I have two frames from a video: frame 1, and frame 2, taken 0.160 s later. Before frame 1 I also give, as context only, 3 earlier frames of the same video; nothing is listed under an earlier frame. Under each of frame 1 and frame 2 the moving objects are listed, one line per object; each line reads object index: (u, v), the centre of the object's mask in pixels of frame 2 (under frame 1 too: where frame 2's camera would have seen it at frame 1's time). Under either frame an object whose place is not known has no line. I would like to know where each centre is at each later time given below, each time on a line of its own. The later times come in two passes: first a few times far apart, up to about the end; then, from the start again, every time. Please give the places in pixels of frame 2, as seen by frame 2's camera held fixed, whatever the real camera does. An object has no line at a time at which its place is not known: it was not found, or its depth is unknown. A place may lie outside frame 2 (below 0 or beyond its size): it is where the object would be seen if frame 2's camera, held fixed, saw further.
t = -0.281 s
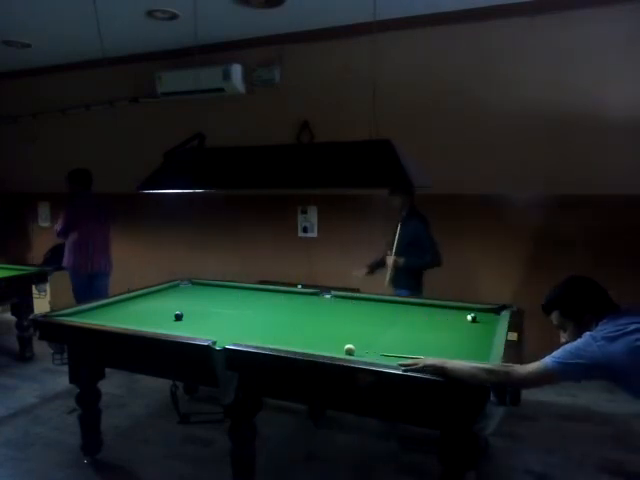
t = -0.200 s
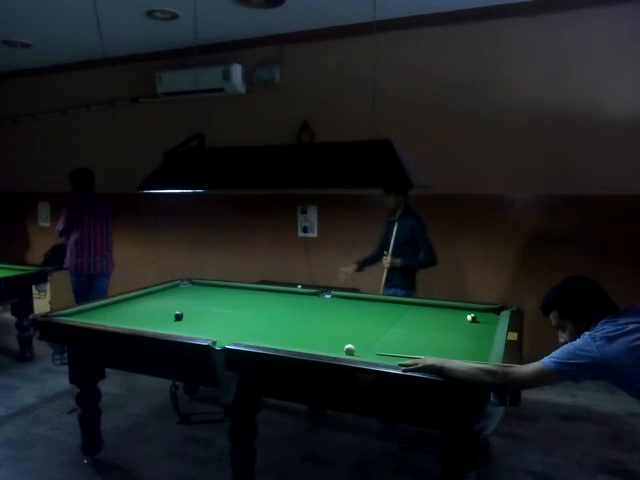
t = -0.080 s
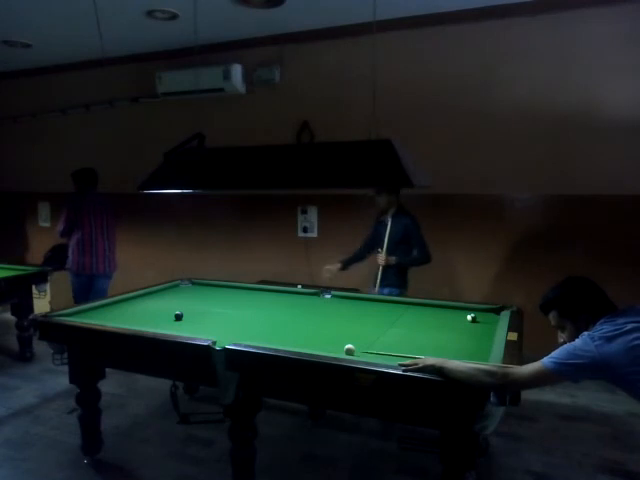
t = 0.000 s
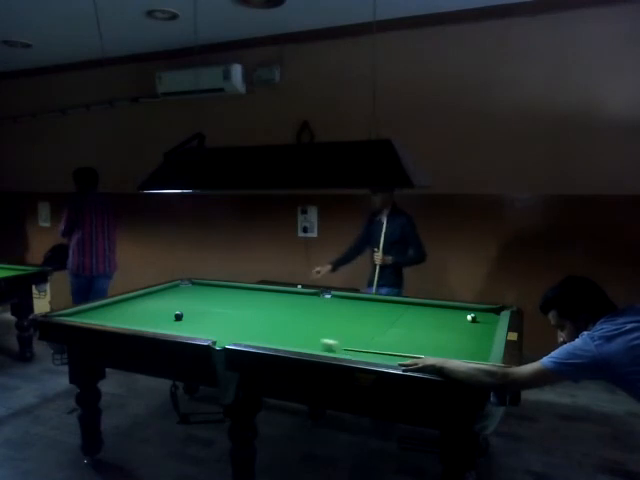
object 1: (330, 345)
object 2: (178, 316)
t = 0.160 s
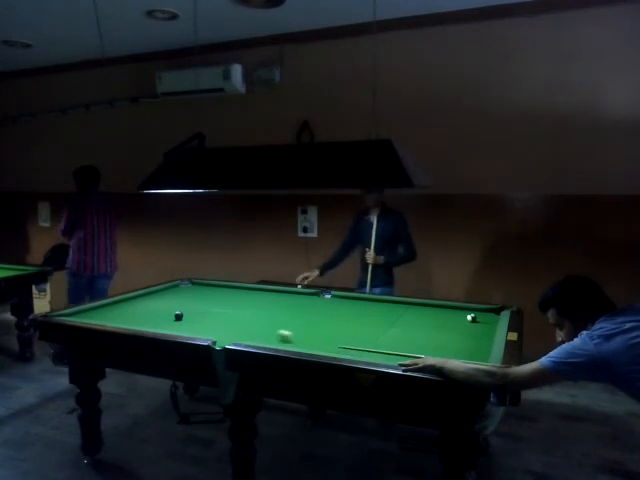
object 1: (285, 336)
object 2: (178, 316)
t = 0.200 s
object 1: (275, 333)
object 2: (178, 316)
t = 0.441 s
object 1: (226, 323)
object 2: (178, 316)
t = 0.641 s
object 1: (190, 315)
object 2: (178, 316)
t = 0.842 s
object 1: (177, 307)
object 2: (162, 317)
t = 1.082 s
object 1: (164, 299)
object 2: (144, 319)
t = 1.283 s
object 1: (155, 293)
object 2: (130, 320)
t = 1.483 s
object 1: (172, 291)
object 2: (117, 320)
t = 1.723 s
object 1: (198, 289)
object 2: (103, 319)
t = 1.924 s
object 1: (218, 289)
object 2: (102, 319)
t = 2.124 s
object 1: (238, 288)
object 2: (102, 318)
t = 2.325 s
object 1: (254, 288)
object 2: (102, 318)
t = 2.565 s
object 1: (262, 291)
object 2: (101, 317)
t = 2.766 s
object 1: (268, 293)
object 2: (101, 317)
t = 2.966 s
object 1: (275, 295)
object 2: (101, 317)
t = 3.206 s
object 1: (282, 297)
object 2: (101, 317)
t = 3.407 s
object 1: (287, 299)
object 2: (101, 317)
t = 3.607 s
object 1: (293, 301)
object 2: (101, 317)
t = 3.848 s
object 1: (299, 303)
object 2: (101, 317)
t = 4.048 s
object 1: (304, 305)
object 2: (101, 317)
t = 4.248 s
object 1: (308, 306)
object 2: (101, 317)
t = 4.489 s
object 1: (313, 307)
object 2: (101, 317)
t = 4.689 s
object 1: (316, 308)
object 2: (101, 317)
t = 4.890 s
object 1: (318, 310)
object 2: (101, 317)
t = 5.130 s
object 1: (321, 311)
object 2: (101, 316)
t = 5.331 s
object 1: (322, 311)
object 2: (101, 316)
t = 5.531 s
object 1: (323, 311)
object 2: (101, 316)
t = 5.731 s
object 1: (324, 311)
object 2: (101, 316)
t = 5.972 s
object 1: (325, 311)
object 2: (101, 316)
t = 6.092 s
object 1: (325, 311)
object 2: (101, 316)
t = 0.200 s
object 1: (275, 333)
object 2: (178, 316)
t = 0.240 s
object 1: (267, 331)
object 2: (178, 316)
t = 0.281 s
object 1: (258, 329)
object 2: (178, 316)
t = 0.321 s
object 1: (249, 327)
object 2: (178, 316)
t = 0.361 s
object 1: (241, 326)
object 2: (178, 316)
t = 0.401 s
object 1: (234, 324)
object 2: (178, 316)
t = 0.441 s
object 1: (226, 323)
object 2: (178, 316)
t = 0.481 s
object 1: (218, 321)
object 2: (178, 316)
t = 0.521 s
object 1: (211, 319)
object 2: (178, 316)
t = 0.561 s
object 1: (204, 318)
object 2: (178, 316)
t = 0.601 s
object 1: (197, 317)
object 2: (178, 316)
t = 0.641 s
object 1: (190, 315)
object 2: (178, 316)
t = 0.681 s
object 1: (186, 313)
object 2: (176, 316)
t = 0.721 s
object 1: (184, 312)
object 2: (172, 317)
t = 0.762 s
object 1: (182, 310)
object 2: (169, 317)
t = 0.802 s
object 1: (179, 309)
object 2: (166, 318)
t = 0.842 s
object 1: (177, 307)
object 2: (162, 317)
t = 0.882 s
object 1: (174, 305)
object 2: (159, 318)
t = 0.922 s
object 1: (172, 304)
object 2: (156, 318)
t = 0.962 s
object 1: (170, 303)
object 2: (154, 318)
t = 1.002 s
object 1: (168, 301)
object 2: (150, 318)
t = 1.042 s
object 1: (166, 300)
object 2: (147, 318)
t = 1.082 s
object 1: (164, 299)
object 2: (144, 319)
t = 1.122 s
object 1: (162, 297)
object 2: (141, 320)
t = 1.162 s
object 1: (160, 296)
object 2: (138, 320)
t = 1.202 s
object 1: (158, 295)
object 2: (135, 320)
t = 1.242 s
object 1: (157, 294)
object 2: (133, 320)
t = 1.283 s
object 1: (155, 293)
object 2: (130, 320)
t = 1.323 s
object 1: (154, 291)
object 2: (127, 320)
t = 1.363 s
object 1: (157, 291)
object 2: (124, 320)
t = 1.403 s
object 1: (162, 291)
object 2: (122, 320)
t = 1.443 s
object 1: (167, 291)
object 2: (120, 320)
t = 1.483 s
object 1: (172, 291)
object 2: (117, 320)
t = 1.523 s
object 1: (176, 291)
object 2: (114, 321)
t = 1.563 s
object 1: (180, 290)
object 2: (112, 320)
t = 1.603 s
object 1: (185, 290)
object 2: (109, 320)
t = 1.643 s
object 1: (189, 290)
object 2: (107, 320)
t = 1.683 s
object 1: (194, 290)
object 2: (105, 320)
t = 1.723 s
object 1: (198, 289)
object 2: (103, 319)
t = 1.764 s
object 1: (202, 290)
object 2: (103, 319)
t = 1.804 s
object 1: (206, 289)
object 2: (102, 319)
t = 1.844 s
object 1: (210, 289)
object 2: (102, 319)
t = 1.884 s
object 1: (214, 289)
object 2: (102, 319)
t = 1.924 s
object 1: (218, 289)
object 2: (102, 319)
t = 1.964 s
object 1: (222, 289)
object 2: (103, 319)
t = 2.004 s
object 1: (226, 289)
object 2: (103, 318)
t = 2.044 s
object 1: (230, 289)
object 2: (103, 318)
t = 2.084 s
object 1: (234, 289)
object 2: (103, 318)
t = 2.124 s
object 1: (238, 288)
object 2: (102, 318)
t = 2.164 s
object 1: (242, 288)
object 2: (102, 318)
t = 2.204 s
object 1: (245, 288)
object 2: (102, 318)
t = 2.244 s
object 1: (249, 288)
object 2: (102, 318)
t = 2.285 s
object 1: (252, 288)
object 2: (102, 318)
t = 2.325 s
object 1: (254, 288)
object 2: (102, 318)
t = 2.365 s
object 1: (255, 289)
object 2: (101, 318)
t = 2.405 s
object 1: (257, 289)
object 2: (101, 318)
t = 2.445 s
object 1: (258, 290)
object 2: (101, 318)
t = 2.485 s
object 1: (259, 290)
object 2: (101, 318)
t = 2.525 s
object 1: (261, 291)
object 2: (101, 318)
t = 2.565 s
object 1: (262, 291)
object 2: (101, 317)
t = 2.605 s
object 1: (263, 291)
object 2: (101, 318)
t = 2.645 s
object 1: (265, 292)
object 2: (101, 317)
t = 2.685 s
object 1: (266, 292)
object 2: (101, 317)
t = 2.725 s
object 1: (267, 292)
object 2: (101, 317)
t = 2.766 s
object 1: (268, 293)
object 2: (101, 317)
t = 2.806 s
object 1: (270, 293)
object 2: (101, 317)
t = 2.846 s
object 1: (271, 294)
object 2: (101, 317)
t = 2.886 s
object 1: (272, 294)
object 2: (101, 317)
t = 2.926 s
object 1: (273, 294)
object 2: (101, 317)
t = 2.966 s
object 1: (275, 295)
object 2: (101, 317)
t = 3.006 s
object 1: (276, 295)
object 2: (101, 317)
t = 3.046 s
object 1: (277, 296)
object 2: (101, 317)
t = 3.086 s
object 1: (278, 296)
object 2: (101, 317)
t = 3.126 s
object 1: (279, 296)
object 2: (101, 317)
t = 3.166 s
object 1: (281, 297)
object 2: (100, 317)
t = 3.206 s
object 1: (282, 297)
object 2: (101, 317)
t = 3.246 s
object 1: (283, 297)
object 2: (101, 317)
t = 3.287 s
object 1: (284, 298)
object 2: (101, 317)
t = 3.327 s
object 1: (285, 298)
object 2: (101, 317)
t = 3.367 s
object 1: (287, 299)
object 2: (100, 317)
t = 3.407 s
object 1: (287, 299)
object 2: (101, 317)
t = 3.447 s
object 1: (289, 299)
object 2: (101, 317)
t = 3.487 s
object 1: (290, 300)
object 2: (101, 317)
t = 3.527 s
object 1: (291, 300)
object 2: (101, 317)
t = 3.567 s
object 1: (292, 301)
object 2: (101, 317)
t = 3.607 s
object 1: (293, 301)
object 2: (101, 317)
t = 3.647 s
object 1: (294, 301)
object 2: (101, 317)
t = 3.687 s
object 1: (295, 301)
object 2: (101, 317)
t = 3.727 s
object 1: (296, 302)
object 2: (101, 316)
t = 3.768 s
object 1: (297, 302)
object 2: (101, 317)
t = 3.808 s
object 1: (298, 303)
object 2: (101, 317)
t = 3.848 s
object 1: (299, 303)
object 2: (101, 317)
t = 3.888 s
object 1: (300, 303)
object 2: (101, 317)
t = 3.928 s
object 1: (301, 304)
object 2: (101, 317)
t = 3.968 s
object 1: (302, 304)
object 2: (101, 317)
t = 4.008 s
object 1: (302, 304)
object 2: (101, 317)
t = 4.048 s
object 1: (304, 305)
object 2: (101, 317)
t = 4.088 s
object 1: (304, 305)
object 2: (101, 317)
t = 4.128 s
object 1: (305, 305)
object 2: (101, 317)
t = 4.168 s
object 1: (306, 306)
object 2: (101, 317)
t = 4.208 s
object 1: (307, 306)
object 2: (101, 316)
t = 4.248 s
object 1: (308, 306)
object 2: (101, 317)
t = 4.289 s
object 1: (309, 306)
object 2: (101, 317)
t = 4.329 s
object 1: (310, 306)
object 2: (101, 317)
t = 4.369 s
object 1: (310, 307)
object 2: (101, 317)
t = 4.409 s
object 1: (311, 307)
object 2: (101, 317)
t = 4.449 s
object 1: (312, 307)
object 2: (101, 317)
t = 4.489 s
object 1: (313, 307)
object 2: (101, 317)
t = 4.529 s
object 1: (313, 308)
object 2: (101, 317)
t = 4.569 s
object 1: (314, 308)
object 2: (101, 317)
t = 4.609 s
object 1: (315, 308)
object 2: (101, 317)
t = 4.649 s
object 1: (315, 308)
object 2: (101, 317)
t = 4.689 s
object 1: (316, 308)
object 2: (101, 317)
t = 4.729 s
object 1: (316, 309)
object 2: (101, 317)
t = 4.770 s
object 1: (317, 309)
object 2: (101, 317)
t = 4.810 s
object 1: (317, 309)
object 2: (101, 317)
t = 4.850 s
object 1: (318, 309)
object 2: (101, 317)
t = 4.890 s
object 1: (318, 310)
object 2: (101, 317)
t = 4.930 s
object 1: (319, 310)
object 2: (101, 316)
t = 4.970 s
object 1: (319, 310)
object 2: (101, 316)
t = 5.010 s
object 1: (320, 310)
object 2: (101, 316)
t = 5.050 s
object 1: (320, 310)
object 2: (101, 316)
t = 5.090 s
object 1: (320, 310)
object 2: (101, 316)
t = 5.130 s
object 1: (321, 311)
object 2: (101, 316)
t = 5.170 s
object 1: (321, 311)
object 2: (101, 316)
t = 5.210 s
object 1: (321, 311)
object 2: (101, 316)
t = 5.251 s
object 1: (322, 311)
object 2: (101, 316)
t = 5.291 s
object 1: (322, 311)
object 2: (101, 316)
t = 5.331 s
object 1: (322, 311)
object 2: (101, 316)
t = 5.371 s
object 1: (322, 311)
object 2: (101, 316)
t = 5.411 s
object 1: (323, 311)
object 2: (101, 316)
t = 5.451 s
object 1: (323, 311)
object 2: (101, 316)
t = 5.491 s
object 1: (323, 311)
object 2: (101, 316)
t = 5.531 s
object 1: (323, 311)
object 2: (101, 316)
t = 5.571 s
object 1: (324, 311)
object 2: (101, 316)
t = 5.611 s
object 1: (324, 311)
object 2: (101, 316)
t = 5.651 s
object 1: (324, 311)
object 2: (101, 316)
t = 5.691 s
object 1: (324, 311)
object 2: (101, 316)
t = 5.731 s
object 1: (324, 311)
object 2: (101, 316)
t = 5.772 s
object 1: (324, 311)
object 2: (101, 316)
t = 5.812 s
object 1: (324, 312)
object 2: (101, 316)
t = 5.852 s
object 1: (324, 311)
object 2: (101, 316)
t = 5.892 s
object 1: (324, 312)
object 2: (101, 316)
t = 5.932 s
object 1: (325, 311)
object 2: (101, 316)
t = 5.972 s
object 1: (325, 311)
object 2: (101, 316)
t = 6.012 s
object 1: (324, 311)
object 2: (101, 316)
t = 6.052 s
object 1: (324, 311)
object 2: (101, 316)
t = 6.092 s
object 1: (325, 311)
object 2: (101, 316)
